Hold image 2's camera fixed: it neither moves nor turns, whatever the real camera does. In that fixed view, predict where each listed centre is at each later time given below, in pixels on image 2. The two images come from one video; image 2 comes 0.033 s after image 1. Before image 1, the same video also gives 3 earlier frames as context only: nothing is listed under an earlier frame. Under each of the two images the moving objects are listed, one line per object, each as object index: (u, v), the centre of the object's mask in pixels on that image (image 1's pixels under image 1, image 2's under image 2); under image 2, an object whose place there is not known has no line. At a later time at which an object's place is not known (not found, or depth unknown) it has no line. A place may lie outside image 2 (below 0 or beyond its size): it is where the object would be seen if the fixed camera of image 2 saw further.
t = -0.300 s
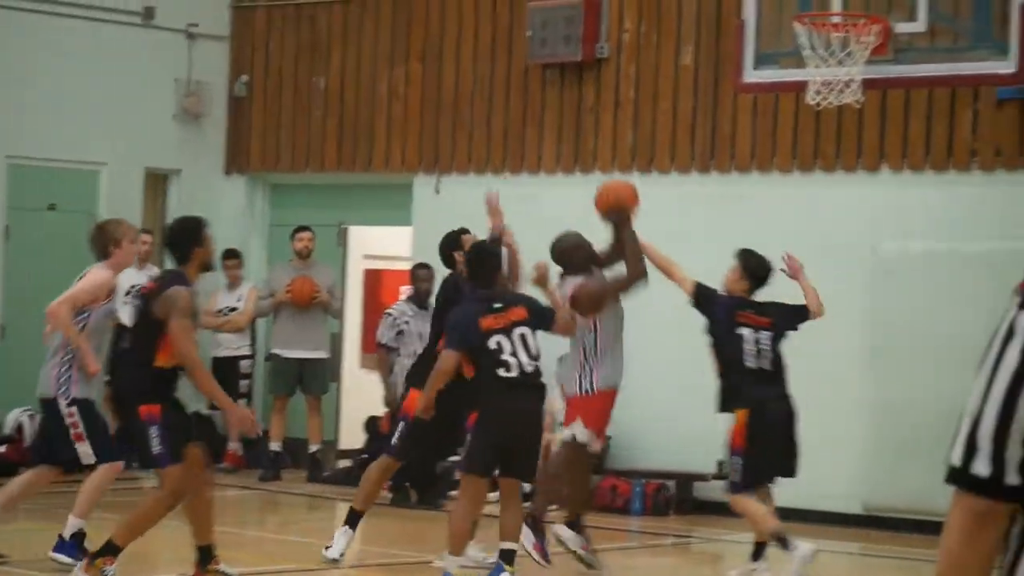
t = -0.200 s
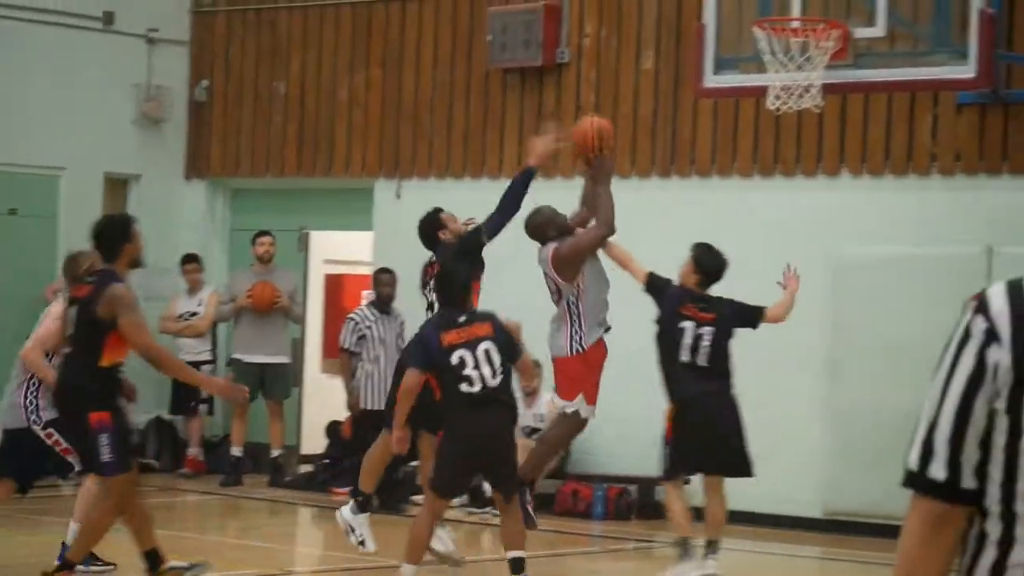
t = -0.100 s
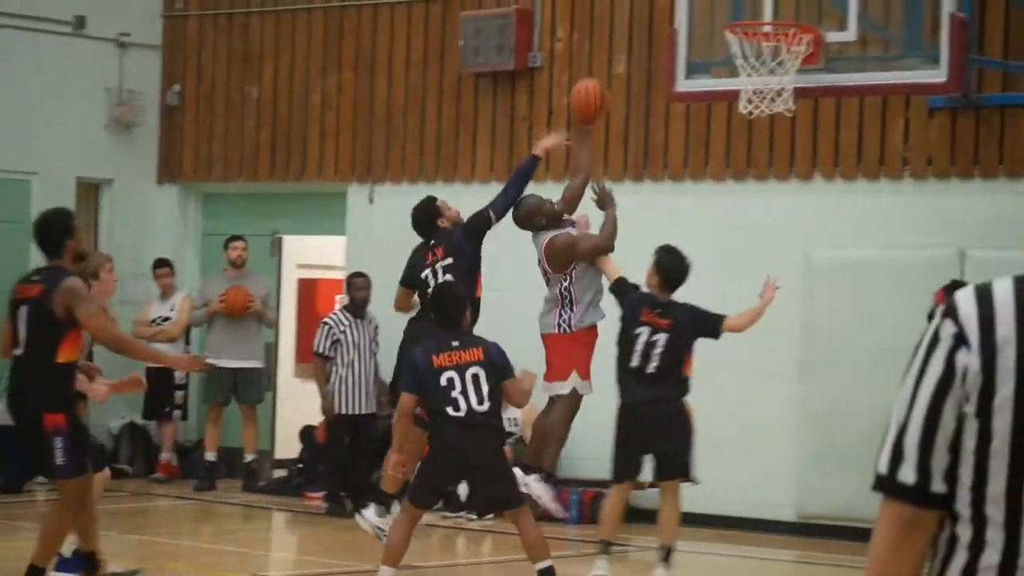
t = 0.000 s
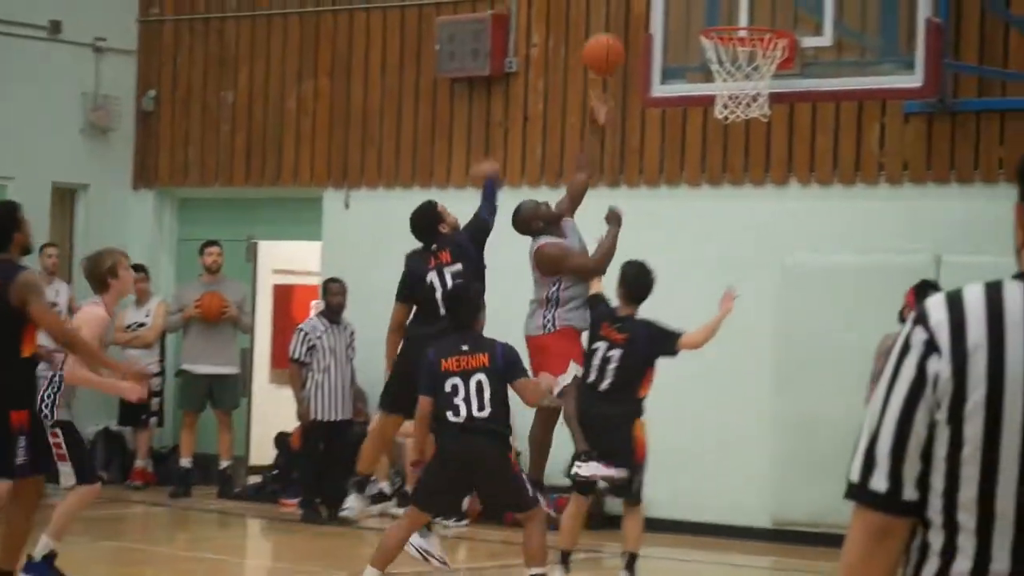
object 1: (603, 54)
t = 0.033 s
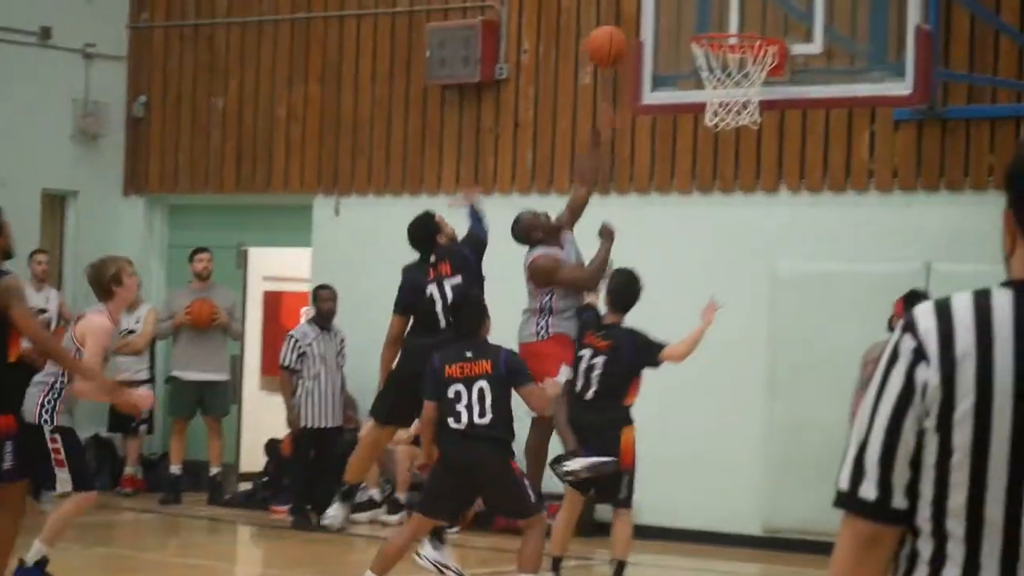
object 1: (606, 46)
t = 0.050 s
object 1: (612, 39)
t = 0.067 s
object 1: (619, 32)
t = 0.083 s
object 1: (625, 28)
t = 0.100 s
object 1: (632, 22)
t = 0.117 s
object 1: (639, 18)
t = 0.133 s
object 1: (644, 14)
